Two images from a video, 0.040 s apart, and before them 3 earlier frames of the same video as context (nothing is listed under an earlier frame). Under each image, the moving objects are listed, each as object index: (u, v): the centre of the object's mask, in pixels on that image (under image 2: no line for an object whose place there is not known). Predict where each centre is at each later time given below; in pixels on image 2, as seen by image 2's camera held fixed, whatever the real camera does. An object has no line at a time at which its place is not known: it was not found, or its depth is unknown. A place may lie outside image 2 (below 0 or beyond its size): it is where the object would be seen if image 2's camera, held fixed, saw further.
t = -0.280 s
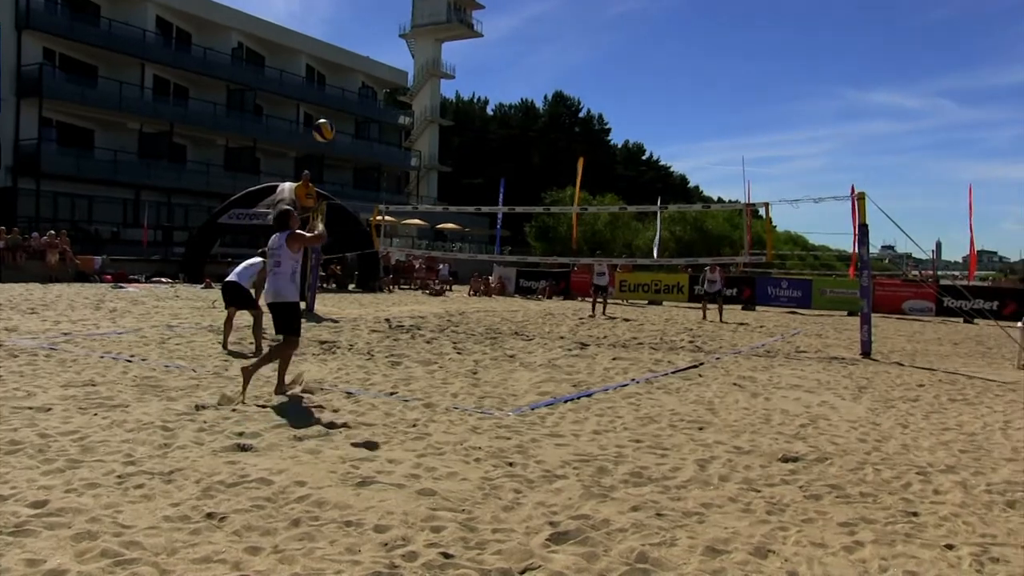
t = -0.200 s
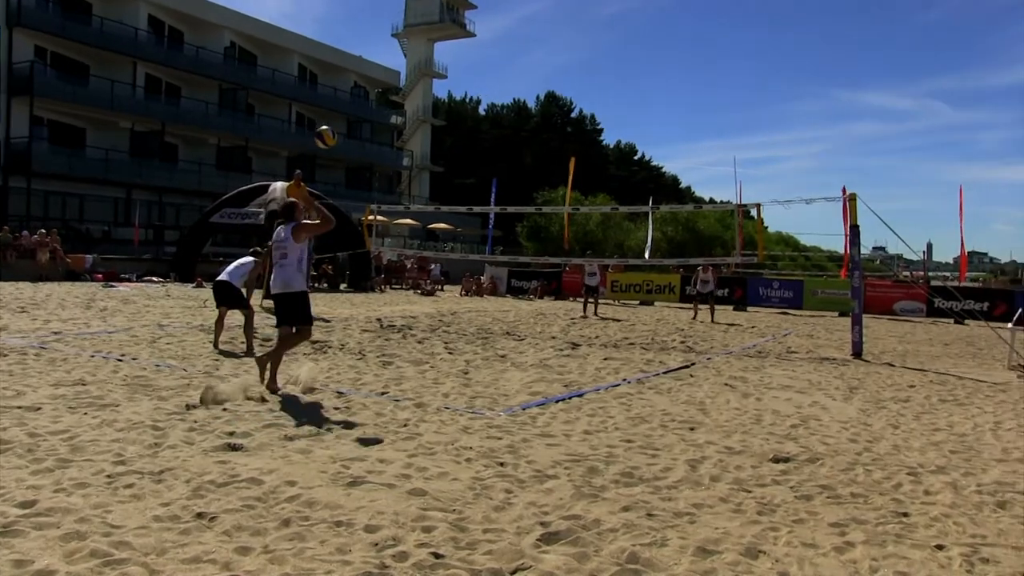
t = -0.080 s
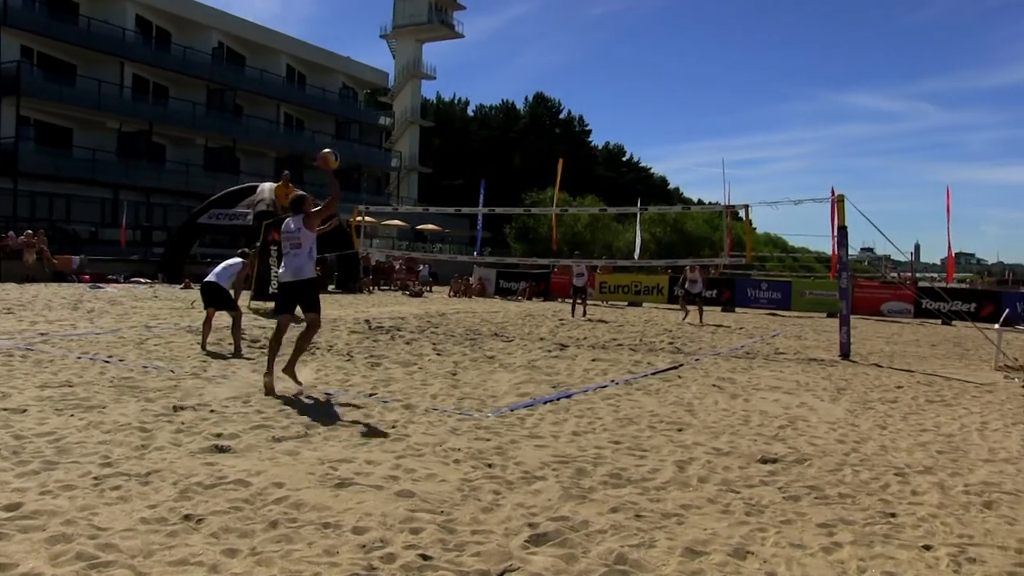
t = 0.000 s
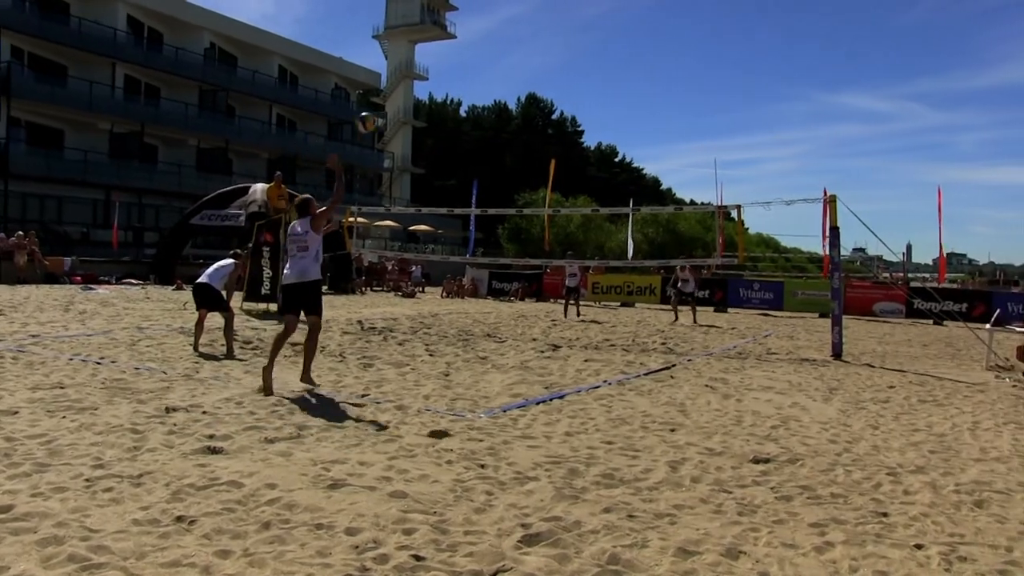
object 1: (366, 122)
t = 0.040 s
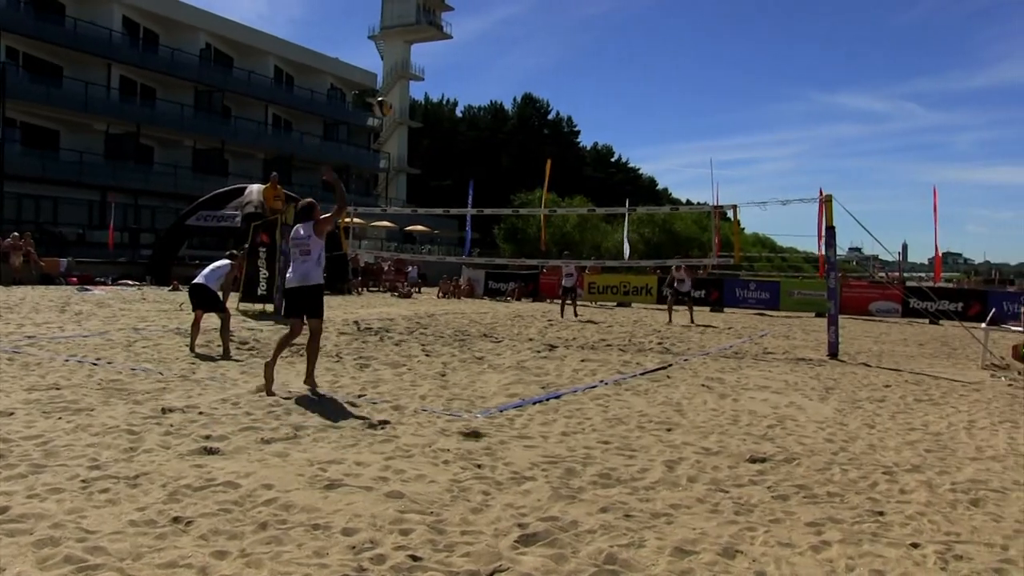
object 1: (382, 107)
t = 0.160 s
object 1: (431, 74)
